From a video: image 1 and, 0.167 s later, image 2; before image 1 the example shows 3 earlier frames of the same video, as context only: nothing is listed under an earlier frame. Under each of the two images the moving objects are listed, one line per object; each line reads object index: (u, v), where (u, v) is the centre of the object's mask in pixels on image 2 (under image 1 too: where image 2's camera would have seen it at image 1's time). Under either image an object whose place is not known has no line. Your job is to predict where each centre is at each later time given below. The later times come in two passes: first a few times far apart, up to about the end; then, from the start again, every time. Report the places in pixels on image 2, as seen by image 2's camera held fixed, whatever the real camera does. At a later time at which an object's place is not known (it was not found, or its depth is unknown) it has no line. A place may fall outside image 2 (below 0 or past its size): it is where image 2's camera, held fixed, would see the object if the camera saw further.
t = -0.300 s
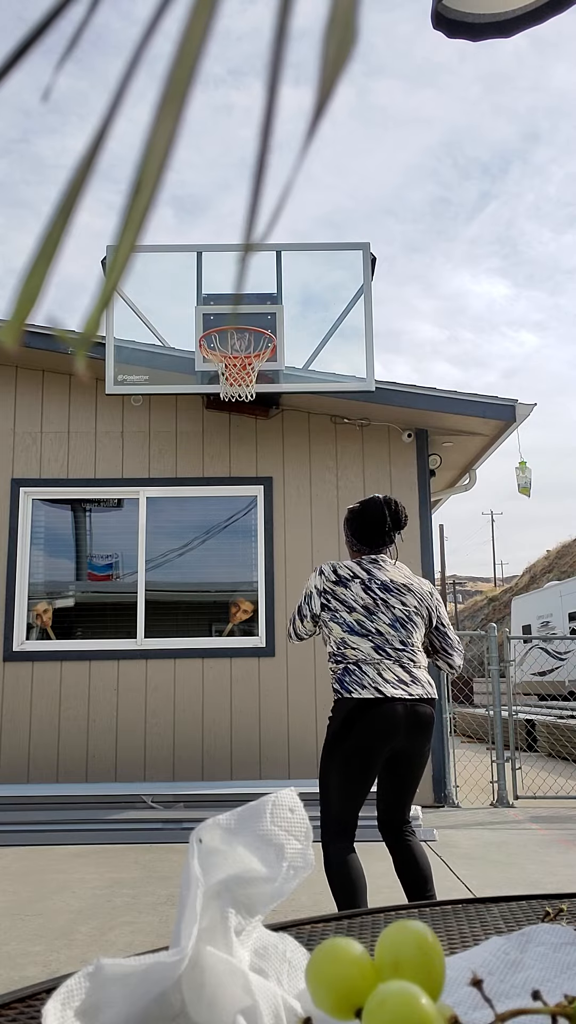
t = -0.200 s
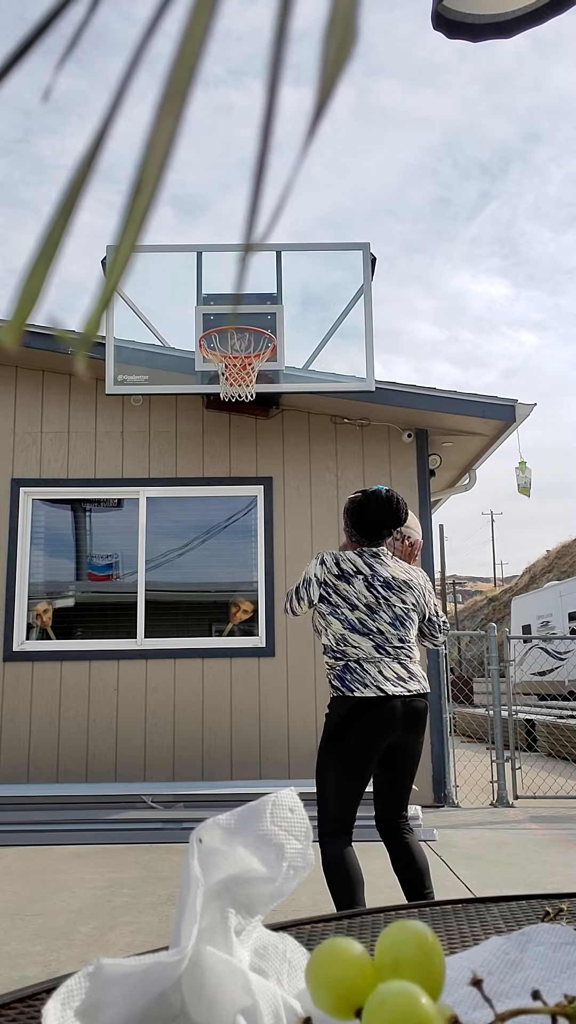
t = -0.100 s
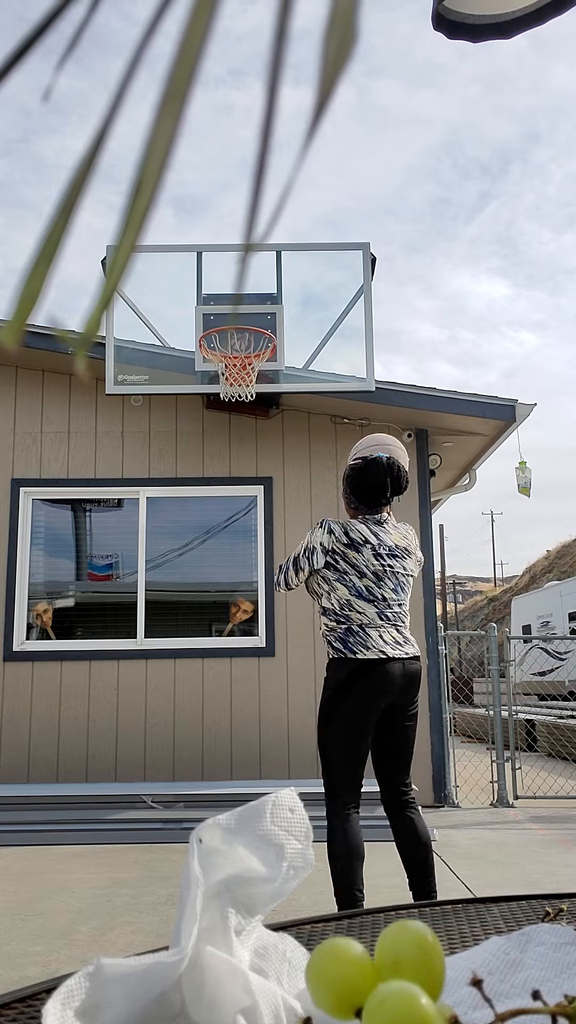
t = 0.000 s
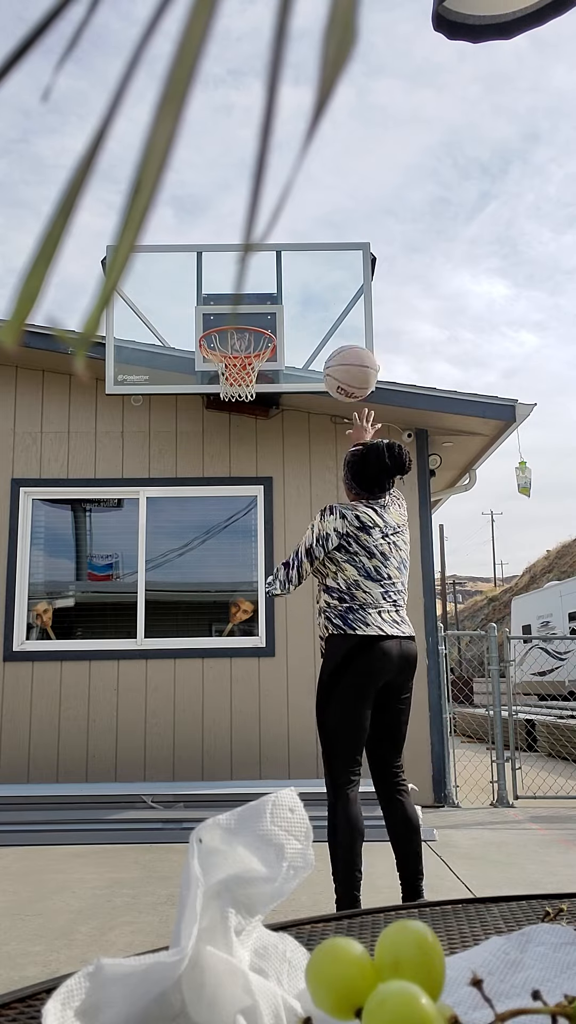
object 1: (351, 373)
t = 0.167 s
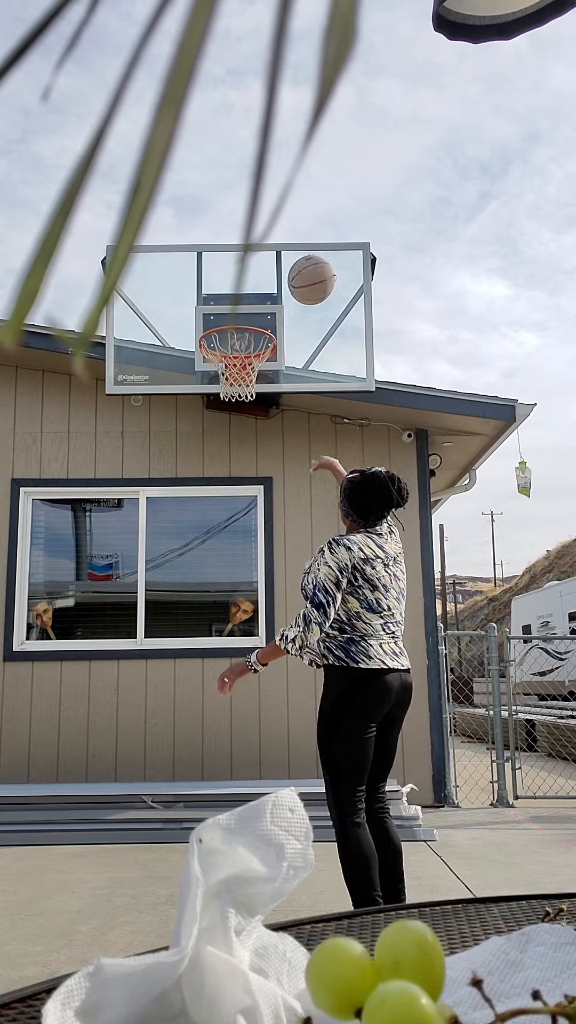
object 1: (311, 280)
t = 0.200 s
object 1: (305, 270)
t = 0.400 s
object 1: (267, 261)
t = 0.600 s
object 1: (242, 312)
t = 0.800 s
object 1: (232, 300)
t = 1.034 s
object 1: (224, 282)
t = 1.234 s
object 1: (216, 343)
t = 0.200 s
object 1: (305, 270)
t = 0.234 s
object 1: (299, 263)
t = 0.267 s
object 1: (287, 255)
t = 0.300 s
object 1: (281, 253)
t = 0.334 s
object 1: (277, 254)
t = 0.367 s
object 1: (272, 257)
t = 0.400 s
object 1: (267, 261)
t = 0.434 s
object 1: (262, 266)
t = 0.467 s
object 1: (257, 273)
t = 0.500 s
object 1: (254, 282)
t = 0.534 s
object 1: (250, 292)
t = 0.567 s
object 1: (246, 303)
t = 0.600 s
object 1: (242, 312)
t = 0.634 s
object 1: (239, 326)
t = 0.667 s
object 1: (236, 341)
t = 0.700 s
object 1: (234, 332)
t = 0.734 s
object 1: (234, 314)
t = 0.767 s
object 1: (233, 308)
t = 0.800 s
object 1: (232, 300)
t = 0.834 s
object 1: (231, 293)
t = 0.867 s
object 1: (230, 287)
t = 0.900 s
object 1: (229, 283)
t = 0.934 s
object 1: (228, 281)
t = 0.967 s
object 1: (226, 279)
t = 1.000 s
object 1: (225, 280)
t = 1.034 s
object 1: (224, 282)
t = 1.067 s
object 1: (223, 287)
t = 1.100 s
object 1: (221, 293)
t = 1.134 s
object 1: (220, 302)
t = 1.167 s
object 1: (219, 313)
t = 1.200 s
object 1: (218, 327)
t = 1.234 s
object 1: (216, 343)
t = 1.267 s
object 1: (214, 362)
